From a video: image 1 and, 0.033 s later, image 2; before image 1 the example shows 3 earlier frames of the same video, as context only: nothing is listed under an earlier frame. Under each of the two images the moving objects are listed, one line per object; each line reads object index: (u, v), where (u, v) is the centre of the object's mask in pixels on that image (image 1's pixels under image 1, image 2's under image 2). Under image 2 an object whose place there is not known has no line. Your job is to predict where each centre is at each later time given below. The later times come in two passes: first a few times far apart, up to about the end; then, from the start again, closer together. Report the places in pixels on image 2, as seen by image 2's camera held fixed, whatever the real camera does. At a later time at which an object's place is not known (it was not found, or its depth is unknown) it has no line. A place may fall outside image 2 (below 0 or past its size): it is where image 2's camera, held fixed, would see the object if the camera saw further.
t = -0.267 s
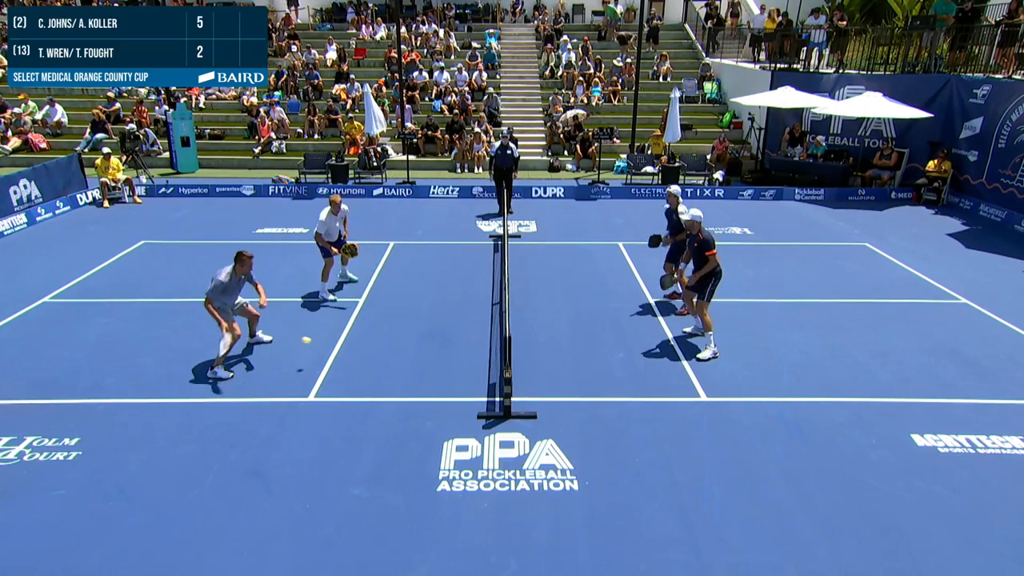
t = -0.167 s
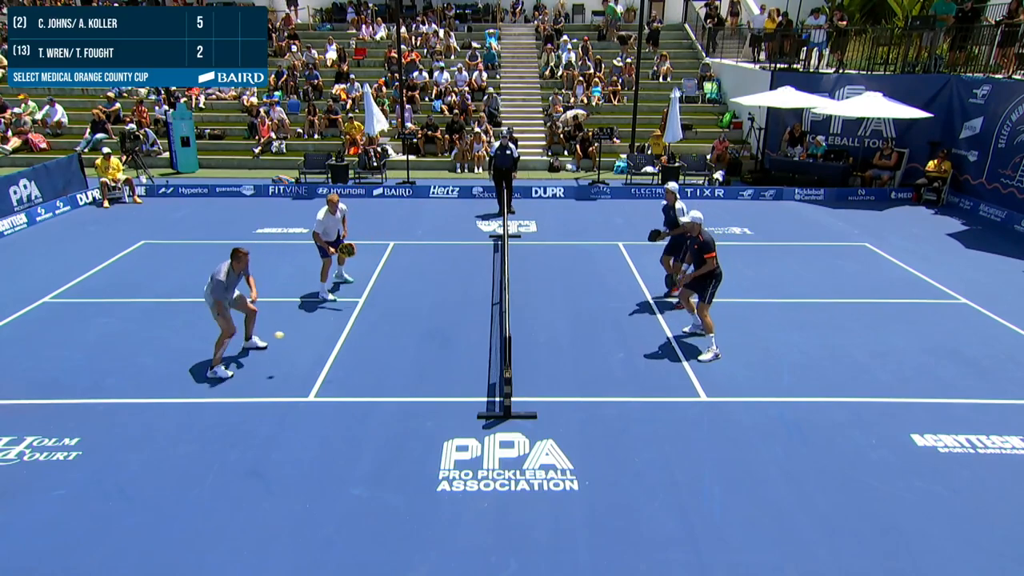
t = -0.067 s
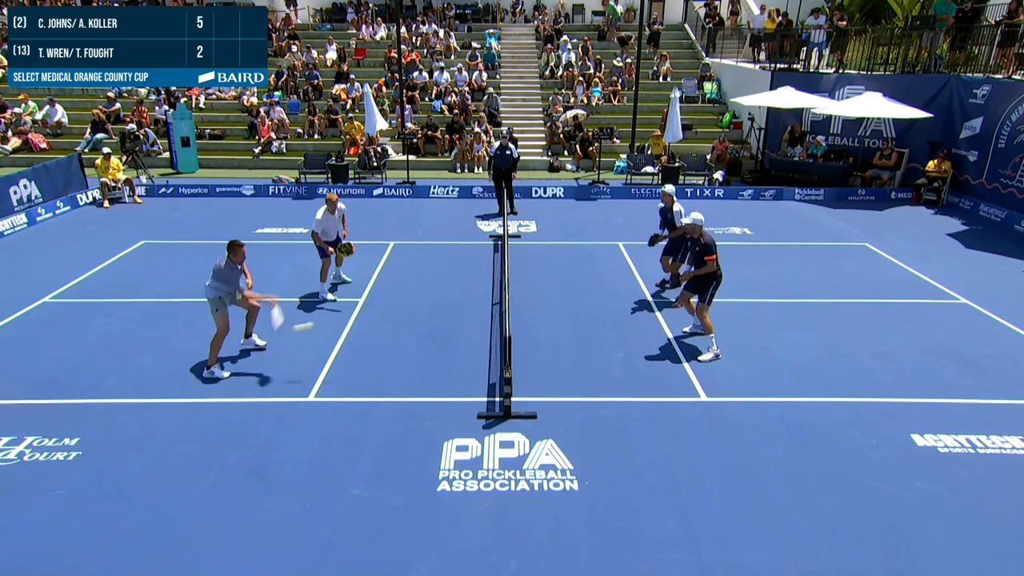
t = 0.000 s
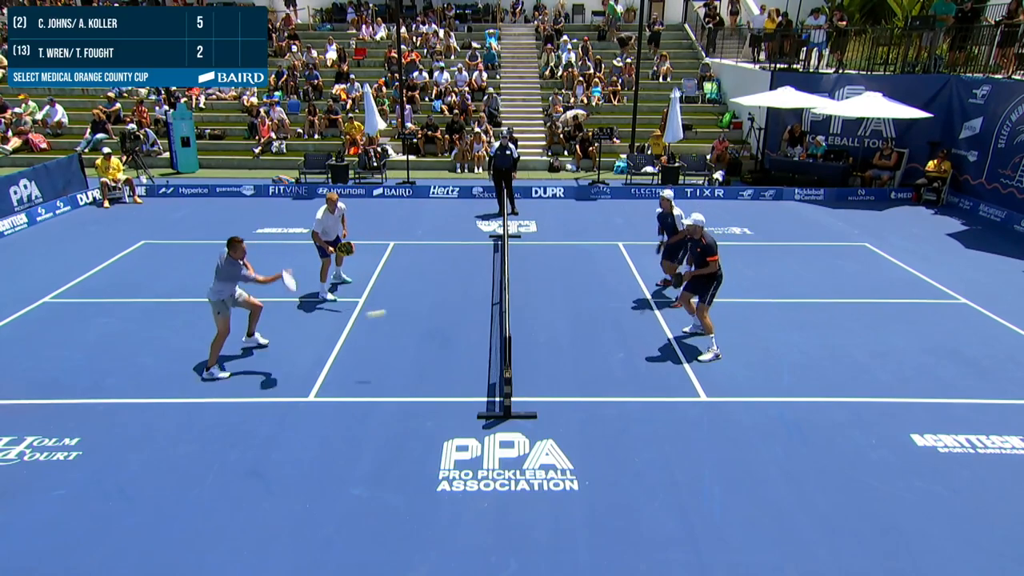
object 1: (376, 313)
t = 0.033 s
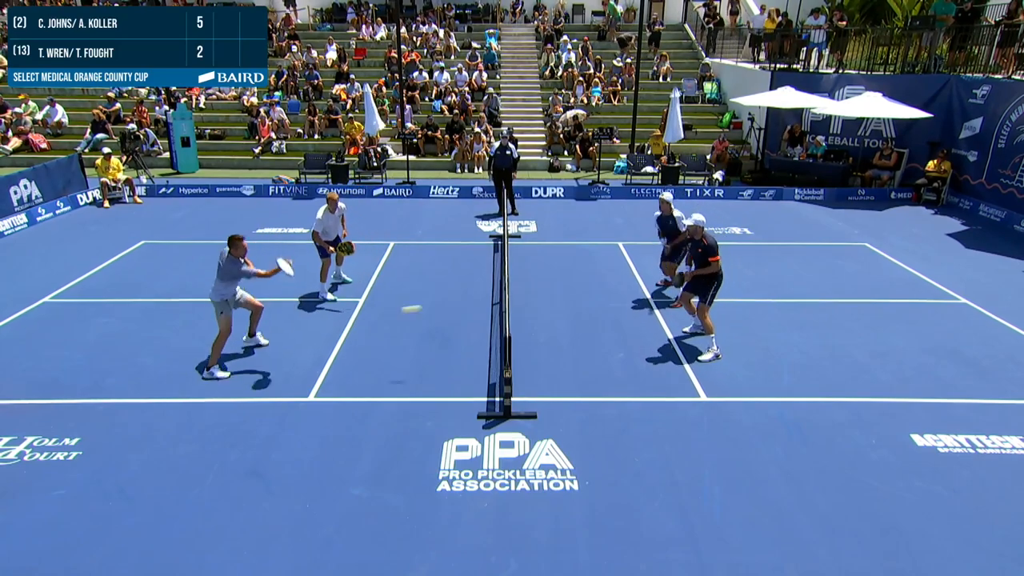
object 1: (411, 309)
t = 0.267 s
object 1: (516, 278)
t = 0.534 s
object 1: (535, 282)
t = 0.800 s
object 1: (551, 340)
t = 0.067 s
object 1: (446, 305)
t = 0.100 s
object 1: (479, 302)
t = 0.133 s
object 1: (505, 299)
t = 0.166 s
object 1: (508, 293)
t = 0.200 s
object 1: (510, 287)
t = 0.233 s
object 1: (513, 282)
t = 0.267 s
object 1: (516, 278)
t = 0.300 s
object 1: (518, 276)
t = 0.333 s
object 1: (521, 274)
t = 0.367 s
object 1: (523, 273)
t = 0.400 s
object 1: (526, 273)
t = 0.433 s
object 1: (528, 274)
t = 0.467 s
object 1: (530, 275)
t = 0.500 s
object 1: (533, 278)
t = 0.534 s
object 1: (535, 282)
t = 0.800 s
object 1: (551, 340)
